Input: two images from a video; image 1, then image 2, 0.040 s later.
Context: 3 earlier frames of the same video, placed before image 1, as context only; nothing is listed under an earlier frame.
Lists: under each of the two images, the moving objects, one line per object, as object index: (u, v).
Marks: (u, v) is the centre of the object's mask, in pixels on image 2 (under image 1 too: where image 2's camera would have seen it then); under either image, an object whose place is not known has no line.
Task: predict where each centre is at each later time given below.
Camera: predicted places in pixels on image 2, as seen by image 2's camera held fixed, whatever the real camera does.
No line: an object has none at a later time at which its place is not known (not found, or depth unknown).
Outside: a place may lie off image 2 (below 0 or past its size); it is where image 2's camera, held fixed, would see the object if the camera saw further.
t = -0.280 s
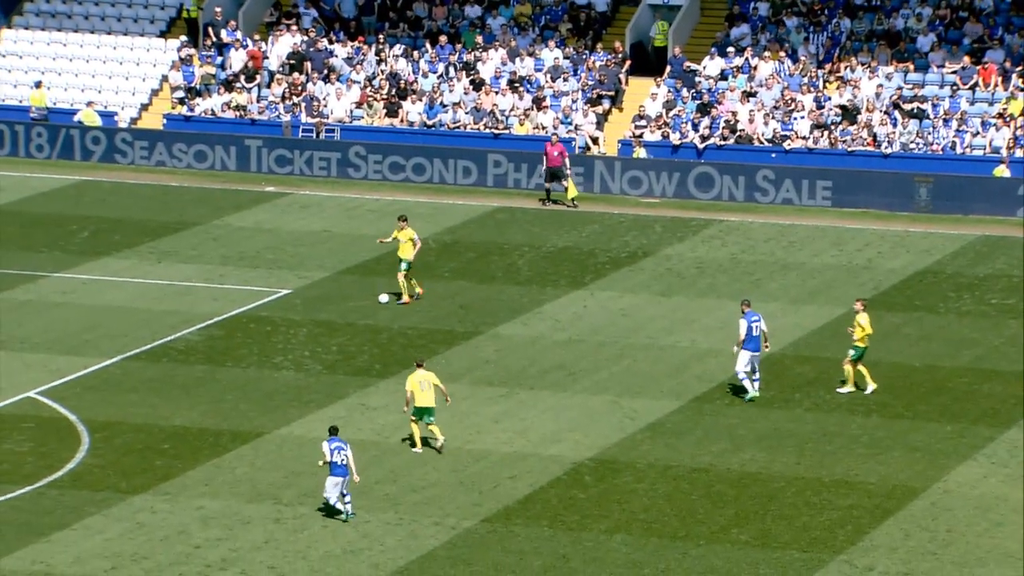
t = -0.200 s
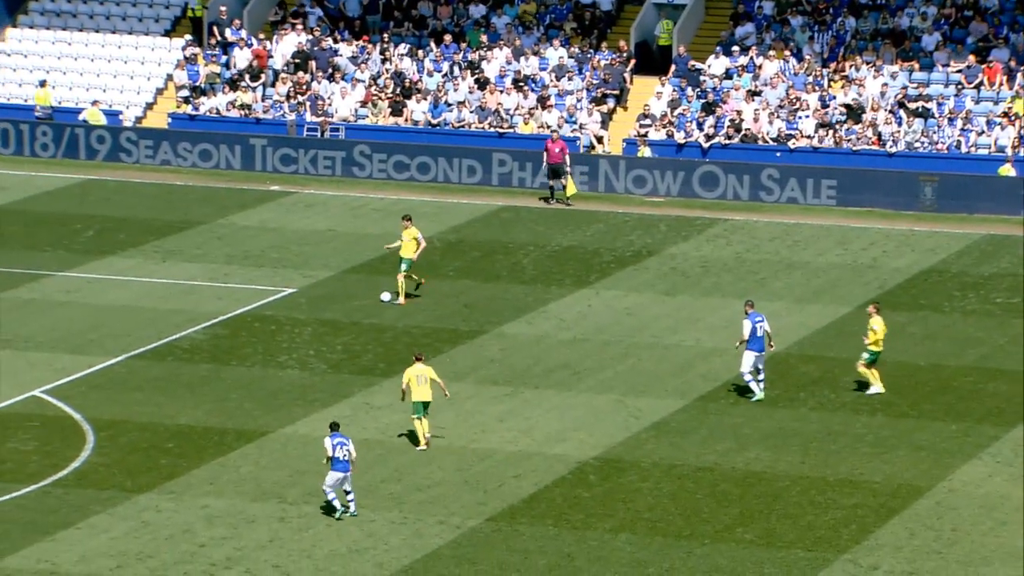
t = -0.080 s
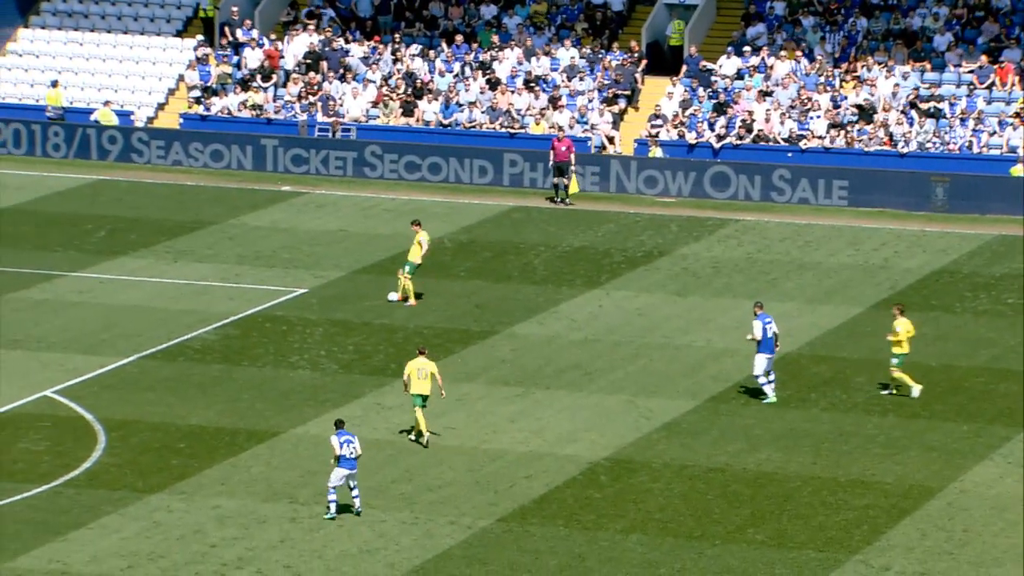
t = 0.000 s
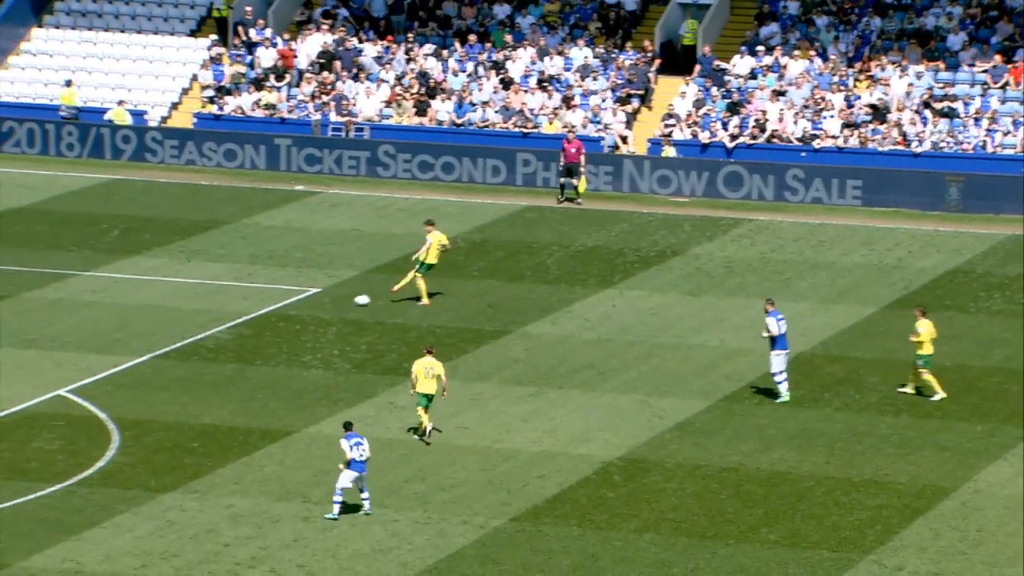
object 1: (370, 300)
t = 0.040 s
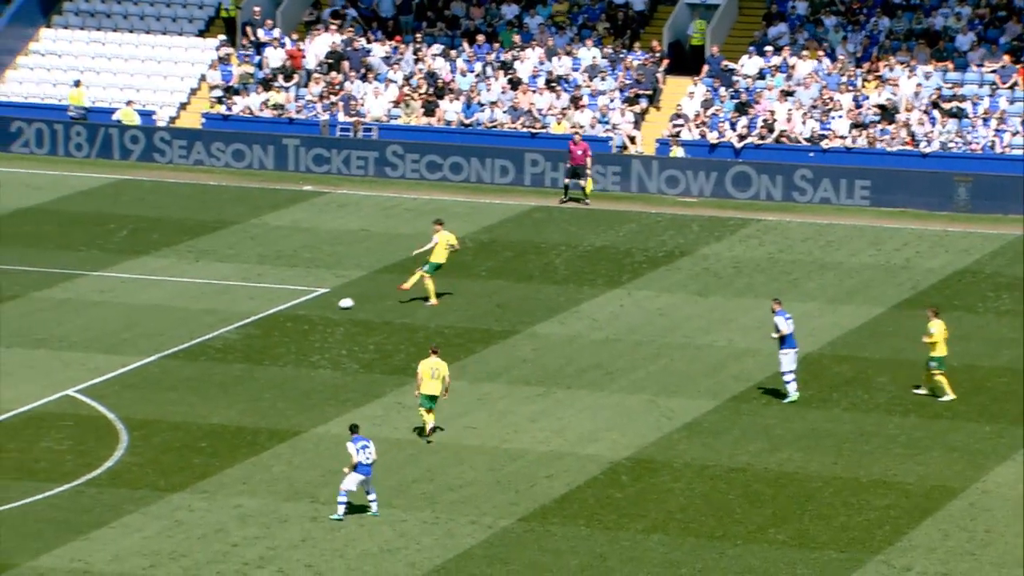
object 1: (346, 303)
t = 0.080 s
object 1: (323, 306)
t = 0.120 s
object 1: (299, 310)
